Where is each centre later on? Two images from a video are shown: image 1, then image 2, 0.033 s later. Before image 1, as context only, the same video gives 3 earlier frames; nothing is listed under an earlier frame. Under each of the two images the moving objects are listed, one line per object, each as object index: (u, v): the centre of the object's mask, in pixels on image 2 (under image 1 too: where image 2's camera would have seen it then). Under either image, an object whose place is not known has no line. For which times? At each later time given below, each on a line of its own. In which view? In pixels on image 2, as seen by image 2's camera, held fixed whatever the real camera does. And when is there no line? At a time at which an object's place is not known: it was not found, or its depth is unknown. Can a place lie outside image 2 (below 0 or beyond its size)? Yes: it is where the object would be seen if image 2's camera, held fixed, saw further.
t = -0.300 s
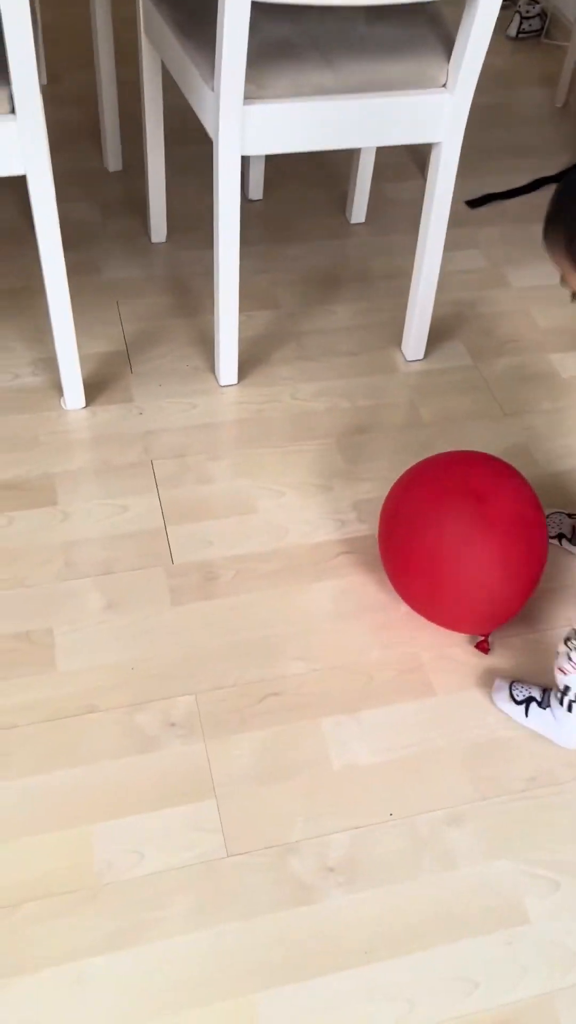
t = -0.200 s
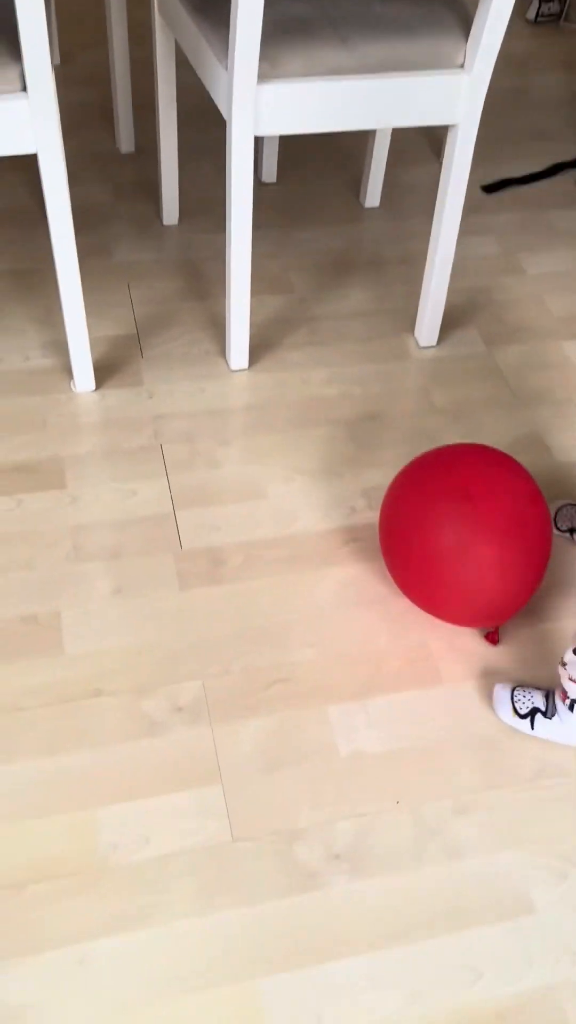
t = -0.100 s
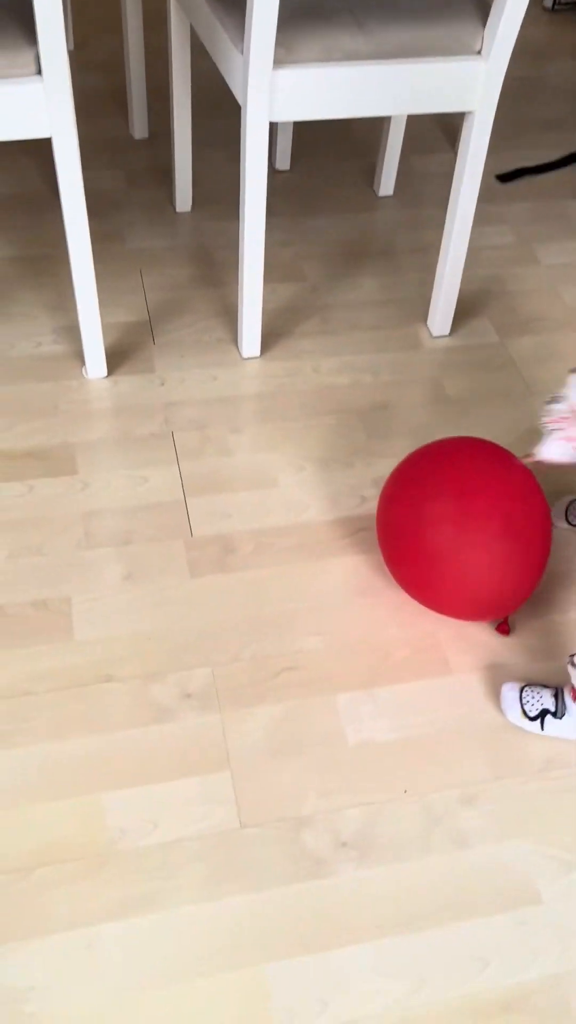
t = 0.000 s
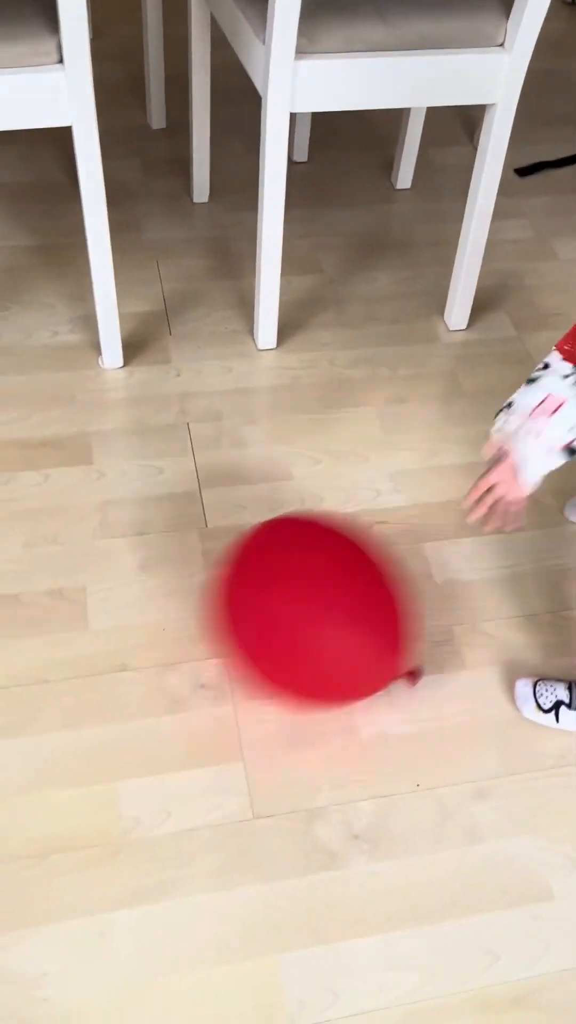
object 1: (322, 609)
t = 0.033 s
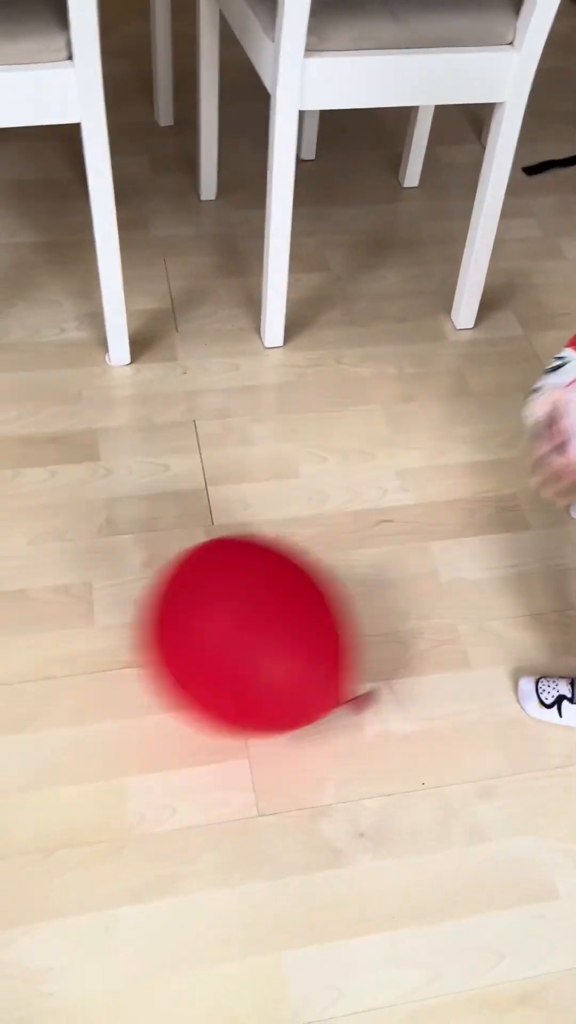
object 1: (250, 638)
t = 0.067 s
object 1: (184, 657)
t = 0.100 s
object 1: (126, 668)
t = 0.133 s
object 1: (78, 672)
